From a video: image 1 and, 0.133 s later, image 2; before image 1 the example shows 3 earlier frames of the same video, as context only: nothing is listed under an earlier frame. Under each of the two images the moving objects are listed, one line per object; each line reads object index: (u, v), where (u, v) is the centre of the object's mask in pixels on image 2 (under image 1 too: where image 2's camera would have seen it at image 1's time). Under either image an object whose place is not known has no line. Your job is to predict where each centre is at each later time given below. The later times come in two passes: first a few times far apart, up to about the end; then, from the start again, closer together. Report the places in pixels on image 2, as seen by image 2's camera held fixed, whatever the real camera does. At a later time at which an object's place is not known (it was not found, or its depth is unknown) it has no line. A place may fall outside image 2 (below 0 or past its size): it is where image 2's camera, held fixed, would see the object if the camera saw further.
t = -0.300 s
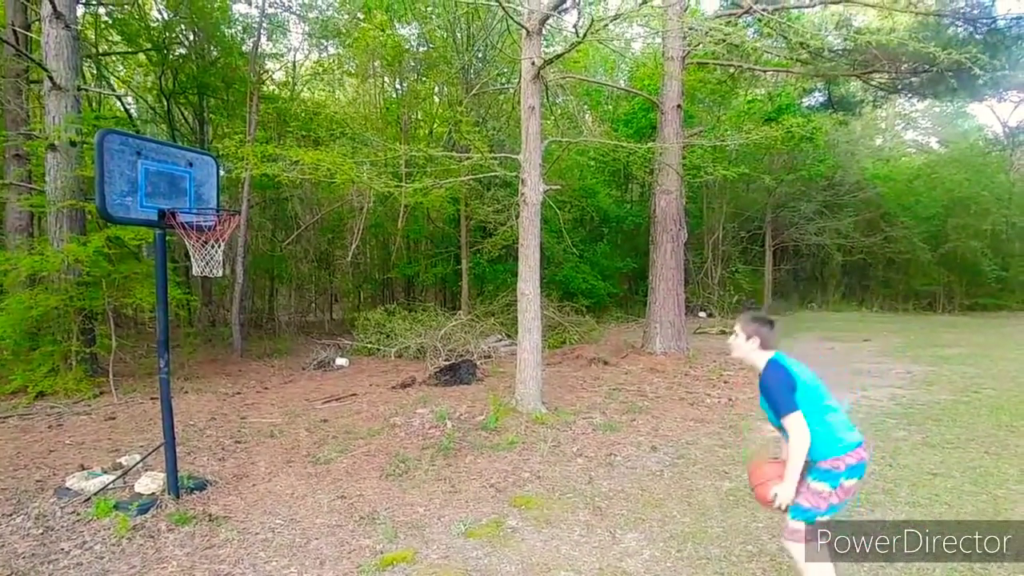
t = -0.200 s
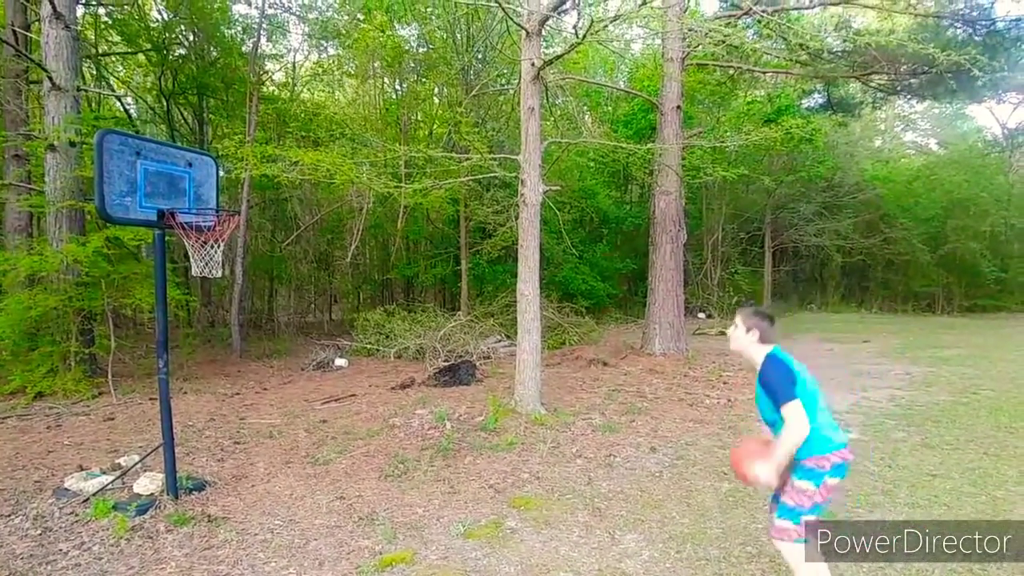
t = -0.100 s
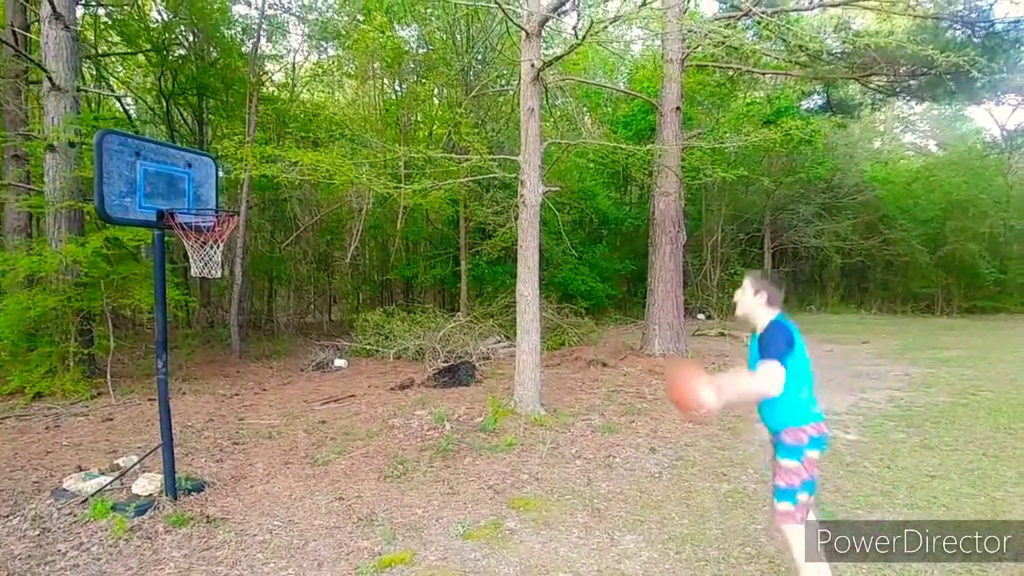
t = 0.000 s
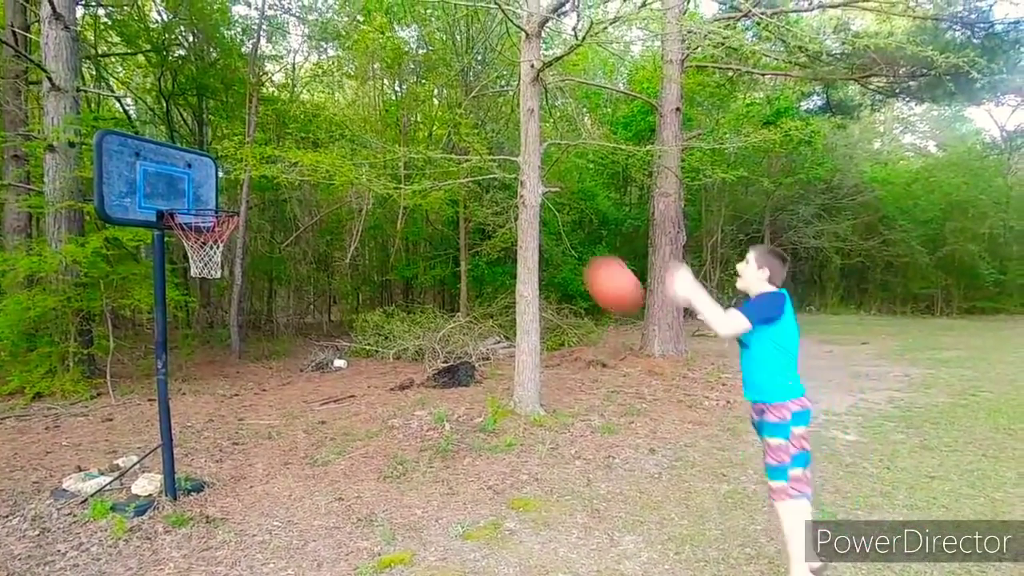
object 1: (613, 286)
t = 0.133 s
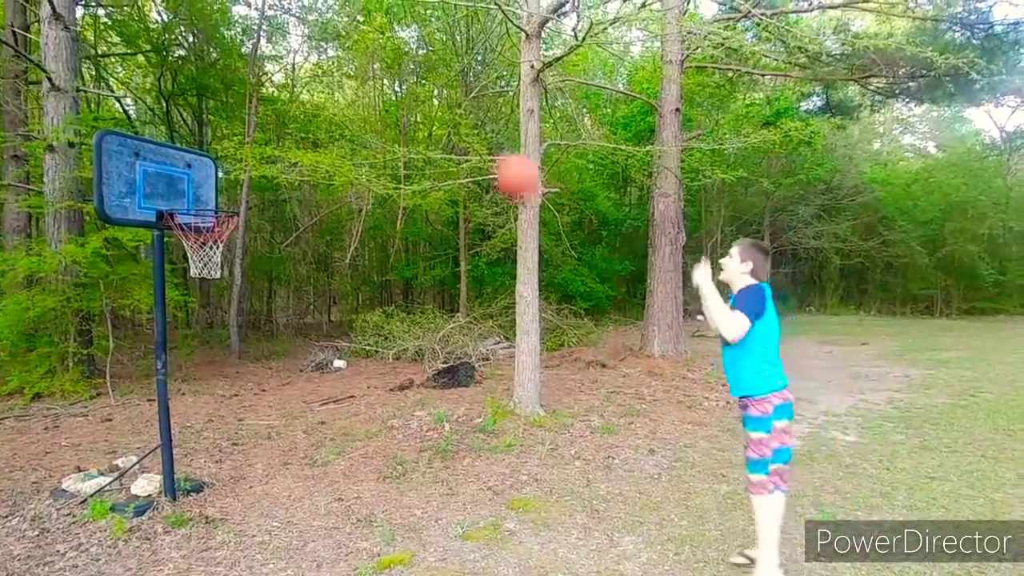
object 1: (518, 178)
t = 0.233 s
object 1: (451, 122)
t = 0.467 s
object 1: (323, 69)
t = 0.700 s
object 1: (213, 102)
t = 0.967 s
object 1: (183, 182)
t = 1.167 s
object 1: (213, 264)
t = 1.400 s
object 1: (233, 379)
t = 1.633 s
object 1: (248, 464)
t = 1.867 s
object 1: (242, 366)
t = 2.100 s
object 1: (238, 340)
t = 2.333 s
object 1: (232, 379)
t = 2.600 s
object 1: (231, 466)
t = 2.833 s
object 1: (237, 407)
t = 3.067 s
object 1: (245, 410)
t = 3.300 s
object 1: (252, 453)
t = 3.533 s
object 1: (255, 429)
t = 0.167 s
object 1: (494, 156)
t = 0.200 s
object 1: (473, 138)
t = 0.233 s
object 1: (451, 122)
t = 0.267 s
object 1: (432, 108)
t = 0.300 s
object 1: (413, 97)
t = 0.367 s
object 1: (375, 79)
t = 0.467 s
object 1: (323, 69)
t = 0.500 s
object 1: (304, 70)
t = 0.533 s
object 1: (287, 71)
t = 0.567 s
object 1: (271, 74)
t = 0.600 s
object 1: (254, 79)
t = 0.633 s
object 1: (241, 85)
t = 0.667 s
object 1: (227, 93)
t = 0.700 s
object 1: (213, 102)
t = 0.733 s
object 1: (199, 113)
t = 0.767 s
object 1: (185, 125)
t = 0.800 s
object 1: (171, 139)
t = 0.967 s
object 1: (183, 182)
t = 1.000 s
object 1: (189, 193)
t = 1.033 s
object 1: (194, 208)
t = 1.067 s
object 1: (199, 223)
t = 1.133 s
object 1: (207, 251)
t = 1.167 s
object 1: (213, 264)
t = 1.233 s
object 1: (217, 288)
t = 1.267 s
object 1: (221, 302)
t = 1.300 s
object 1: (224, 320)
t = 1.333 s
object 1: (228, 338)
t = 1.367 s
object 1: (230, 358)
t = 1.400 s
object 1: (233, 379)
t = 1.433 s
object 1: (236, 402)
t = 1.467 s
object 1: (240, 426)
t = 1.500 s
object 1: (244, 453)
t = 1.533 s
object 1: (248, 482)
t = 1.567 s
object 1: (251, 501)
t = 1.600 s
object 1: (249, 484)
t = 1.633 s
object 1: (248, 464)
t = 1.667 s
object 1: (247, 445)
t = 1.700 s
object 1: (247, 429)
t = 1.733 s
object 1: (245, 413)
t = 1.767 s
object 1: (245, 399)
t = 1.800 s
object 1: (245, 386)
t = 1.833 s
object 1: (244, 374)
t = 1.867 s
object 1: (242, 366)
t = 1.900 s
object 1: (241, 357)
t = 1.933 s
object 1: (241, 351)
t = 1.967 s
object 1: (241, 348)
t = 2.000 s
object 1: (239, 344)
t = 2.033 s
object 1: (238, 340)
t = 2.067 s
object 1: (238, 339)
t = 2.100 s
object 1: (238, 340)
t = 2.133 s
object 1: (237, 341)
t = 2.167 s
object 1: (236, 344)
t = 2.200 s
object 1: (235, 349)
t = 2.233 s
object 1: (235, 354)
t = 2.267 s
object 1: (234, 361)
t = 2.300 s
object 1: (233, 369)
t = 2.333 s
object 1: (232, 379)
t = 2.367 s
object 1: (233, 390)
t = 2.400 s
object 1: (232, 403)
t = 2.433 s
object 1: (231, 416)
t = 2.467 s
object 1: (231, 430)
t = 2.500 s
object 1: (229, 447)
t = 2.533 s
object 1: (230, 465)
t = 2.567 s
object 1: (229, 476)
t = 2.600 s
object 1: (231, 466)
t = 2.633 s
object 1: (232, 459)
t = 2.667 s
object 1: (232, 441)
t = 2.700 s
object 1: (235, 431)
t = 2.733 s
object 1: (235, 424)
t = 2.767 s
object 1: (235, 417)
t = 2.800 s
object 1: (236, 411)
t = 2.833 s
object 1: (237, 407)
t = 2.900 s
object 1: (241, 402)
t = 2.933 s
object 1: (241, 402)
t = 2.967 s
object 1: (241, 402)
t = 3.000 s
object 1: (242, 404)
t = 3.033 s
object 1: (244, 405)
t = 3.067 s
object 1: (245, 410)
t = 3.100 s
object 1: (246, 418)
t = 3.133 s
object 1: (248, 423)
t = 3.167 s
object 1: (251, 431)
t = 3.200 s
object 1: (251, 442)
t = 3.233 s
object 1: (251, 452)
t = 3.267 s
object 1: (252, 459)
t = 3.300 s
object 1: (252, 453)
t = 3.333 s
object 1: (251, 449)
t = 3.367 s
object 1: (253, 443)
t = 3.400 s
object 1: (254, 435)
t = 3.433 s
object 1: (254, 432)
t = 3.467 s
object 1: (254, 430)
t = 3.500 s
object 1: (254, 429)
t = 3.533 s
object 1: (255, 429)
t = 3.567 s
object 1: (255, 429)
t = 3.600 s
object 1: (256, 429)
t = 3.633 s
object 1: (256, 430)
